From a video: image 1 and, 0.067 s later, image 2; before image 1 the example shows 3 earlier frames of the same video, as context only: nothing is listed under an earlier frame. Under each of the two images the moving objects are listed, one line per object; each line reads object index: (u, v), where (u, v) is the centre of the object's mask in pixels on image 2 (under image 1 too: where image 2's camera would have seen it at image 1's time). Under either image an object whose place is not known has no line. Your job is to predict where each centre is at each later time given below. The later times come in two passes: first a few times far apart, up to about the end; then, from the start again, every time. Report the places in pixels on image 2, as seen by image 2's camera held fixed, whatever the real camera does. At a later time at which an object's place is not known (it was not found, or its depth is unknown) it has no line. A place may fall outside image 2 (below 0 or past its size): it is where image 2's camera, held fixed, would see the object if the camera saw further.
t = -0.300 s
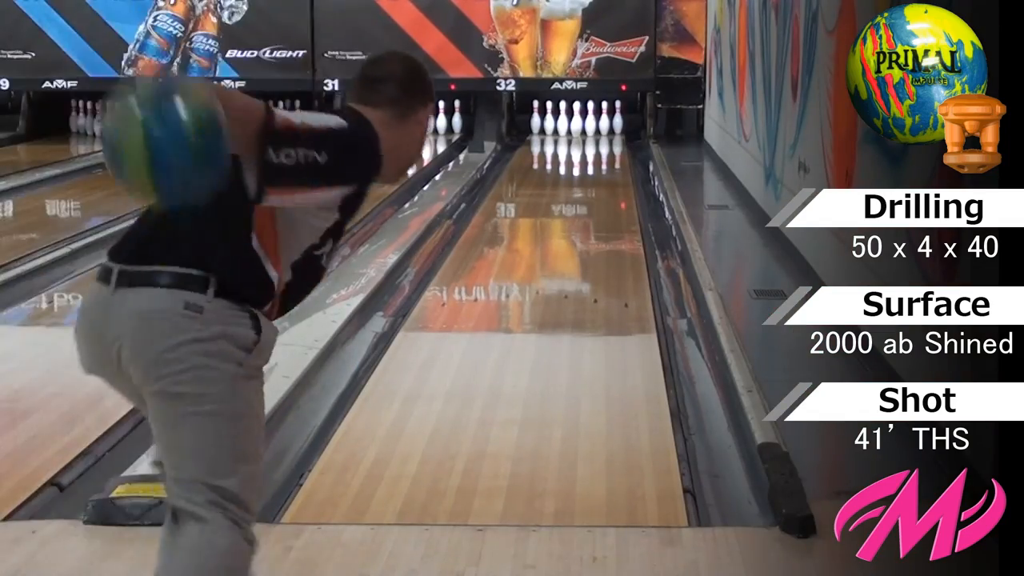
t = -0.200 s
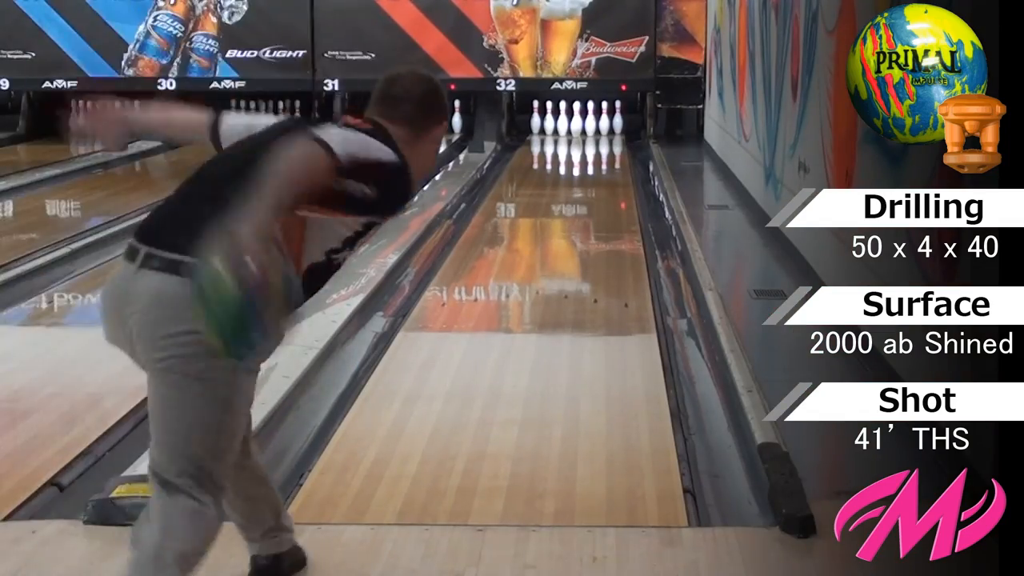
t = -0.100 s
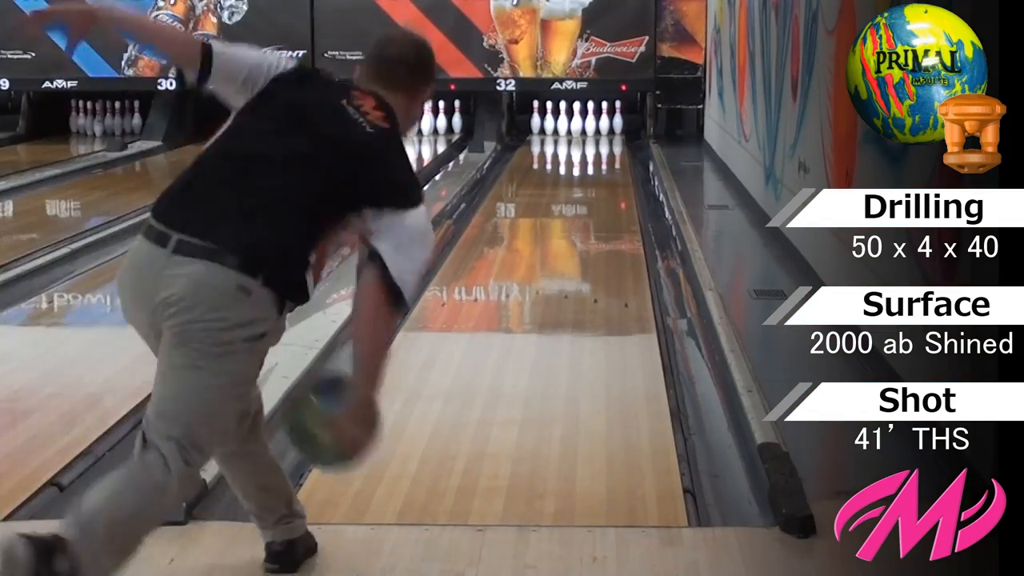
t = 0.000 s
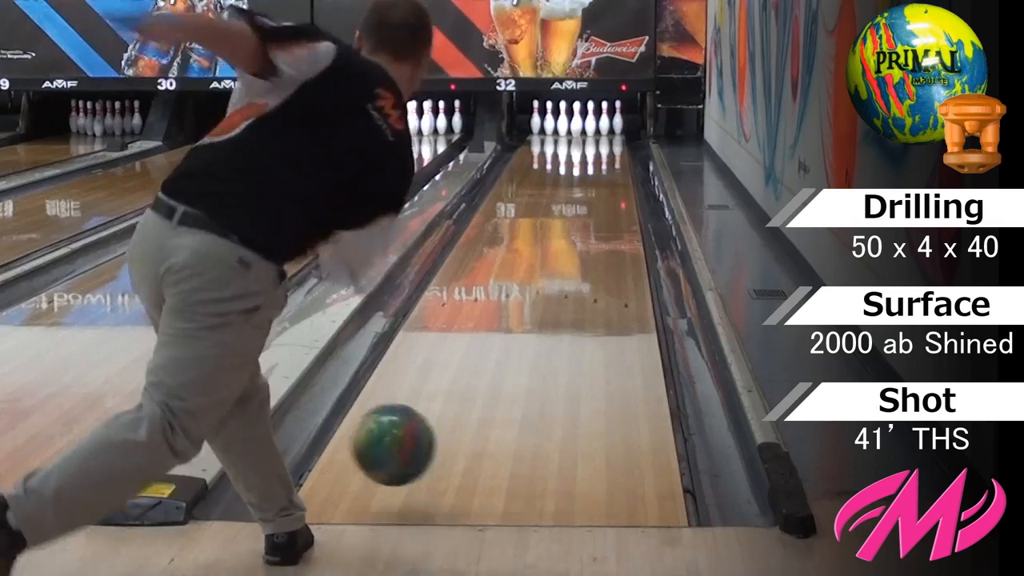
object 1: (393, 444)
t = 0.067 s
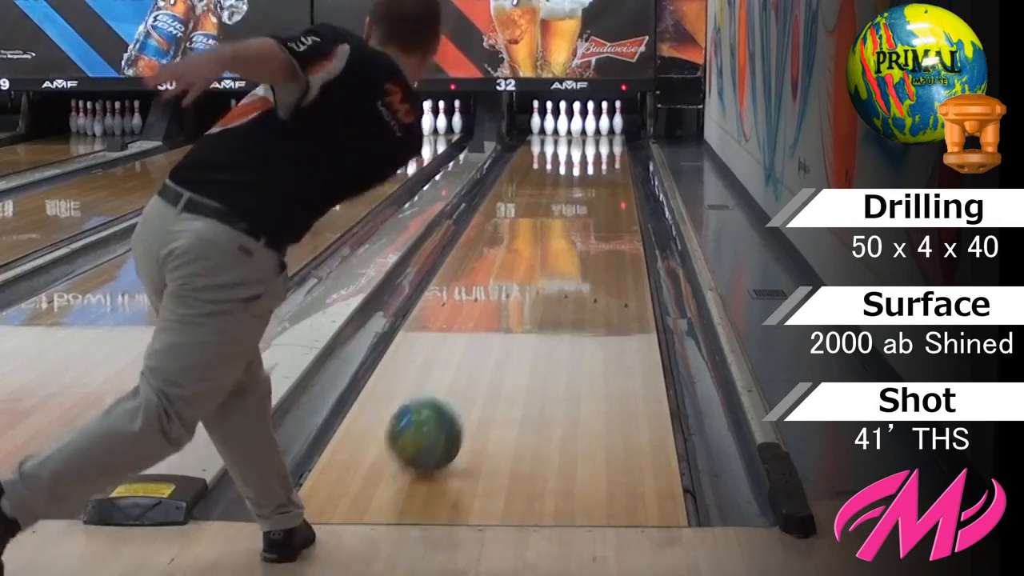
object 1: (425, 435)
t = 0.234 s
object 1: (480, 362)
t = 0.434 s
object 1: (525, 300)
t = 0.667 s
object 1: (559, 252)
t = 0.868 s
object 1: (579, 222)
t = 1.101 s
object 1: (596, 197)
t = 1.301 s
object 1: (606, 180)
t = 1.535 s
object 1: (611, 165)
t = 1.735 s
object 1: (612, 153)
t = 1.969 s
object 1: (606, 142)
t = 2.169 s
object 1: (596, 134)
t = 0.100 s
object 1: (437, 415)
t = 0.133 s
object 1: (449, 402)
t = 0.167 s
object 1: (461, 387)
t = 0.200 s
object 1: (471, 374)
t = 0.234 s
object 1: (480, 362)
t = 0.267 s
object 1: (489, 349)
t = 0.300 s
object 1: (497, 338)
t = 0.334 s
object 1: (505, 328)
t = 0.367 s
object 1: (512, 318)
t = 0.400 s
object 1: (519, 309)
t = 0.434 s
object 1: (525, 300)
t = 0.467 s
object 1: (531, 293)
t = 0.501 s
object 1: (536, 285)
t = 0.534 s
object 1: (542, 278)
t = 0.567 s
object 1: (546, 271)
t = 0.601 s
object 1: (551, 264)
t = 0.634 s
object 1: (556, 258)
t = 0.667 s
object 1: (559, 252)
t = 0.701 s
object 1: (563, 247)
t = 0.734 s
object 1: (567, 242)
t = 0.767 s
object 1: (570, 237)
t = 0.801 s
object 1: (573, 231)
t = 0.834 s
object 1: (576, 226)
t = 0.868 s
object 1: (579, 222)
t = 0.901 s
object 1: (582, 218)
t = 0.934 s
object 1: (584, 215)
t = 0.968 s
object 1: (587, 212)
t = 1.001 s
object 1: (589, 208)
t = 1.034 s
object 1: (591, 204)
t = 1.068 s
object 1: (592, 200)
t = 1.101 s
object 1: (596, 197)
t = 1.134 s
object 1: (598, 194)
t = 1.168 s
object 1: (600, 192)
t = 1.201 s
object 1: (602, 188)
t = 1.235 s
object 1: (602, 186)
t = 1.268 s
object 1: (605, 183)
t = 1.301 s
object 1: (606, 180)
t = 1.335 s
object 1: (607, 178)
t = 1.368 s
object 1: (608, 175)
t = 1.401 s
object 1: (609, 173)
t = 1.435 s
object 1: (610, 170)
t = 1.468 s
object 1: (611, 168)
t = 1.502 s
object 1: (611, 166)
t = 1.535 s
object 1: (611, 165)
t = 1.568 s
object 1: (612, 163)
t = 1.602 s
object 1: (612, 160)
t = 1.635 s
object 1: (612, 159)
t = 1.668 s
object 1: (612, 157)
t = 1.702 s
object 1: (612, 155)
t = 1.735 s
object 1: (612, 153)
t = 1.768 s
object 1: (611, 152)
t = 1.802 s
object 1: (611, 149)
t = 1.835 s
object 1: (611, 148)
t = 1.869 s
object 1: (609, 147)
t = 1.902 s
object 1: (609, 145)
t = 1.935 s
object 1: (607, 144)
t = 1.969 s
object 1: (606, 142)
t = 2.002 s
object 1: (605, 141)
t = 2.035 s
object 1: (603, 139)
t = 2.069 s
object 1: (602, 139)
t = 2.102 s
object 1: (600, 137)
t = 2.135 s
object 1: (598, 136)
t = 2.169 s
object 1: (596, 134)
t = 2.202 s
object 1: (593, 134)
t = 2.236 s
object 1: (592, 133)
